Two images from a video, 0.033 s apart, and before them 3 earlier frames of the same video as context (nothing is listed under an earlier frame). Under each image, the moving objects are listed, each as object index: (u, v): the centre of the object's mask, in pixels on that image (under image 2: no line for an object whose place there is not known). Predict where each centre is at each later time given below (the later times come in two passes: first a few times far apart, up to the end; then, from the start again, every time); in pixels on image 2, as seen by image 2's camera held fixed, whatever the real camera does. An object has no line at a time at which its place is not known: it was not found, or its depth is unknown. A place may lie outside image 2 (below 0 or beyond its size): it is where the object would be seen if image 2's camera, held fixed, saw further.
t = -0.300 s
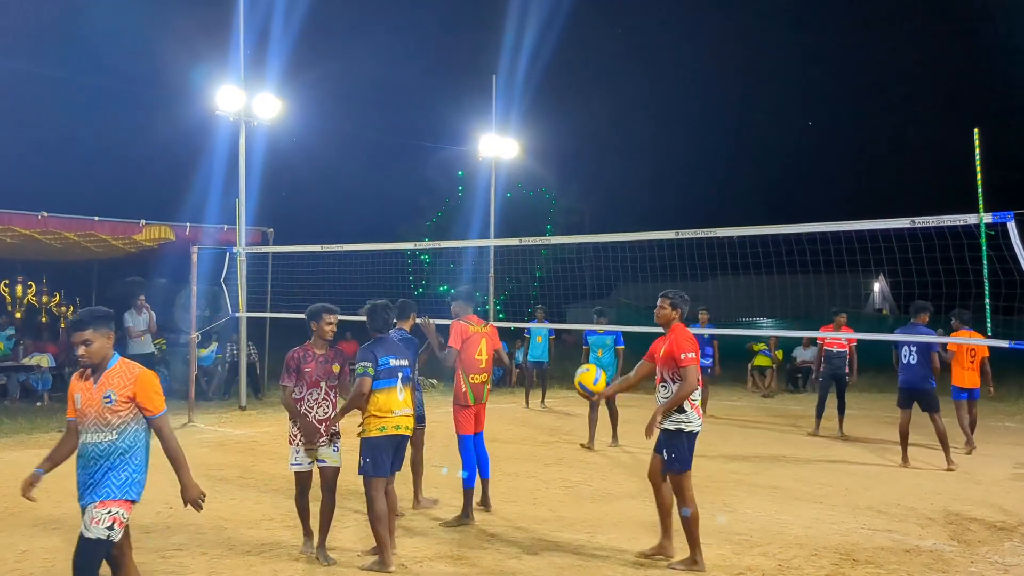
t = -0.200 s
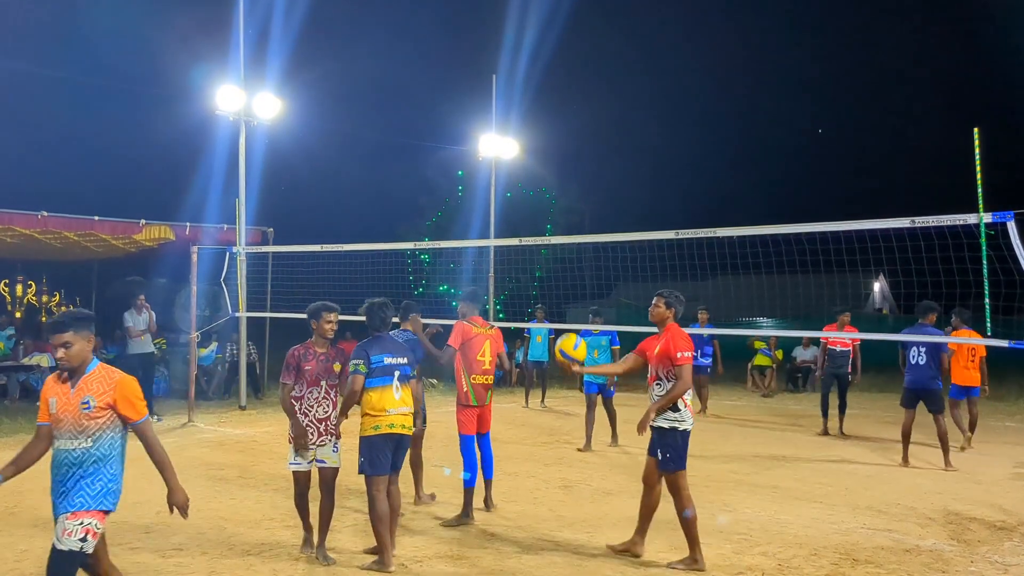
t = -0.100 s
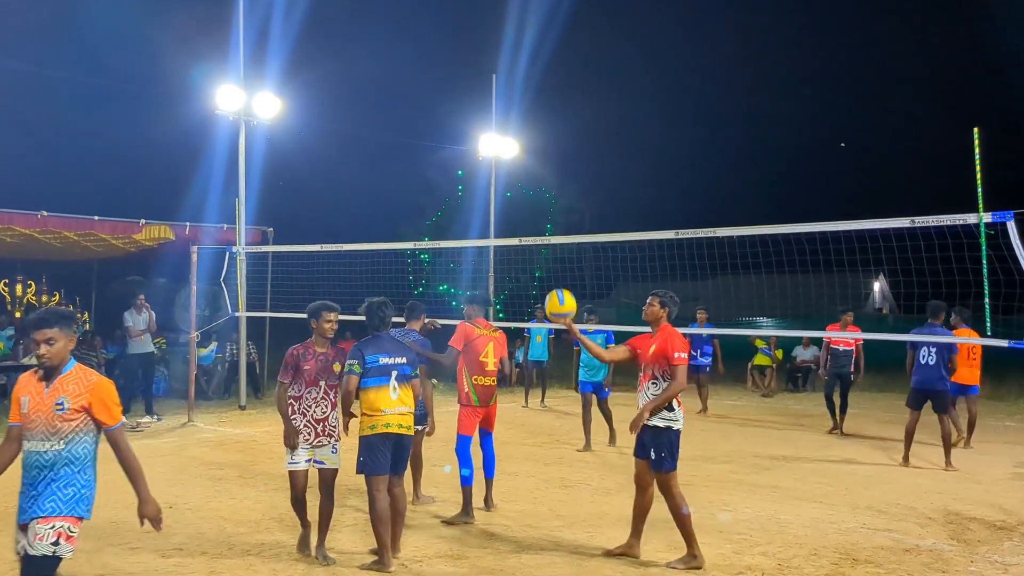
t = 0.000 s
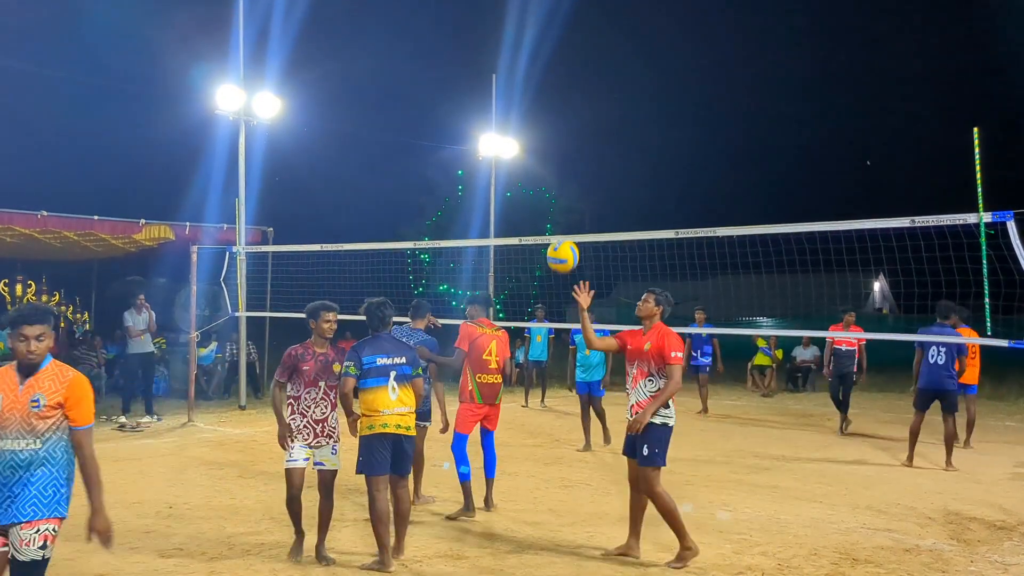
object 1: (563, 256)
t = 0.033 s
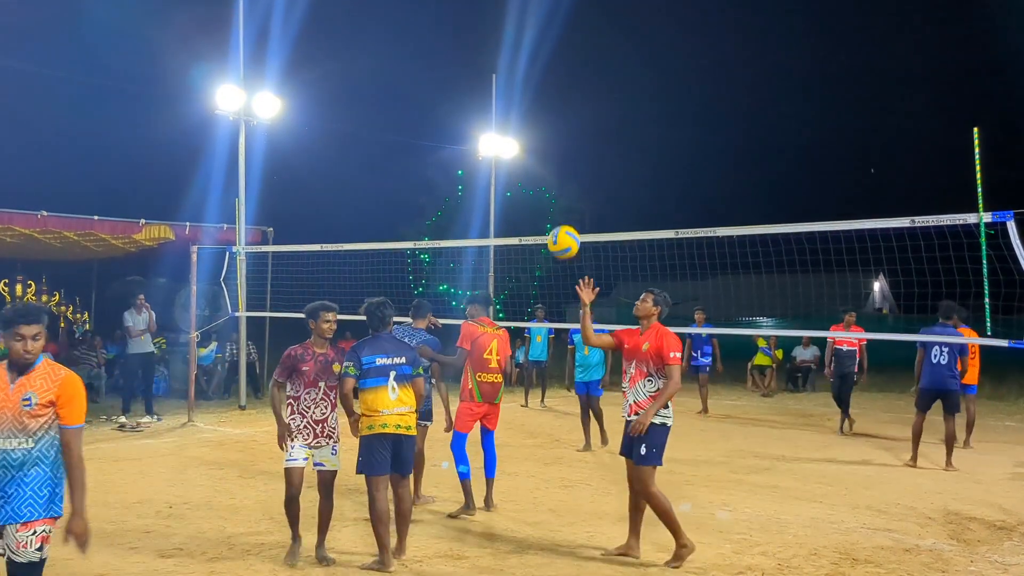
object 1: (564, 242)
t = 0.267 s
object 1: (574, 190)
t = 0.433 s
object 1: (580, 202)
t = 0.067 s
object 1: (565, 230)
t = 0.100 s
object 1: (567, 219)
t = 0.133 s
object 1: (568, 210)
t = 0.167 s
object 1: (570, 203)
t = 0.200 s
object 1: (571, 197)
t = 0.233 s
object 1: (572, 192)
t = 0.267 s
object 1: (574, 190)
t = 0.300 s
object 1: (575, 188)
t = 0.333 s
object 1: (576, 189)
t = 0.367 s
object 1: (577, 192)
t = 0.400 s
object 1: (578, 196)
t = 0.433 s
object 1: (580, 202)
